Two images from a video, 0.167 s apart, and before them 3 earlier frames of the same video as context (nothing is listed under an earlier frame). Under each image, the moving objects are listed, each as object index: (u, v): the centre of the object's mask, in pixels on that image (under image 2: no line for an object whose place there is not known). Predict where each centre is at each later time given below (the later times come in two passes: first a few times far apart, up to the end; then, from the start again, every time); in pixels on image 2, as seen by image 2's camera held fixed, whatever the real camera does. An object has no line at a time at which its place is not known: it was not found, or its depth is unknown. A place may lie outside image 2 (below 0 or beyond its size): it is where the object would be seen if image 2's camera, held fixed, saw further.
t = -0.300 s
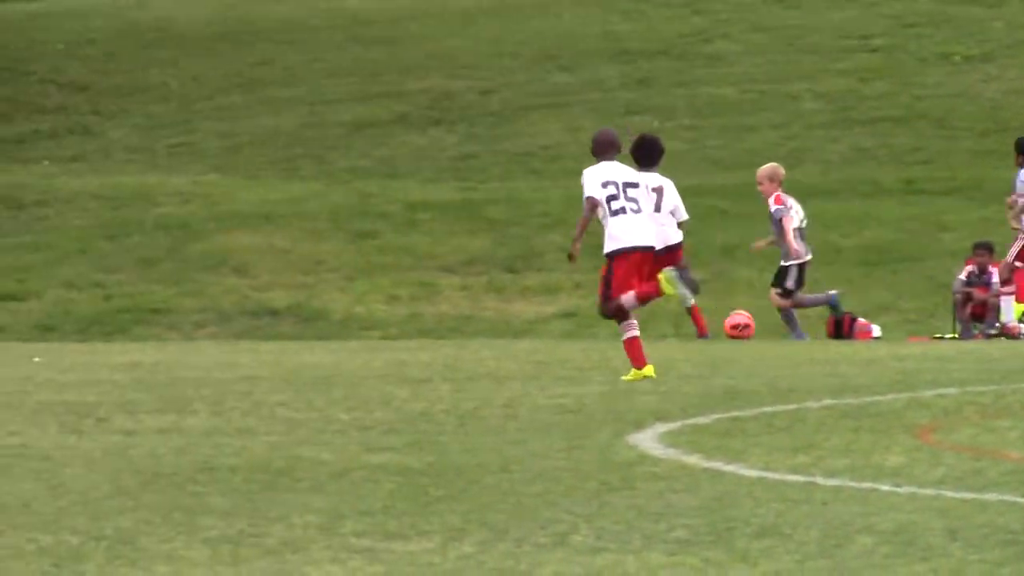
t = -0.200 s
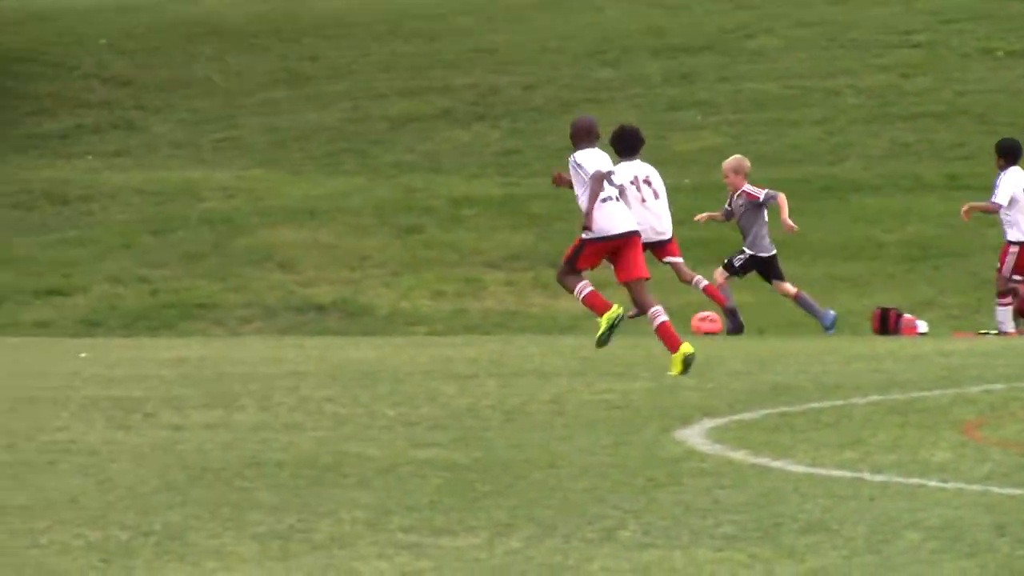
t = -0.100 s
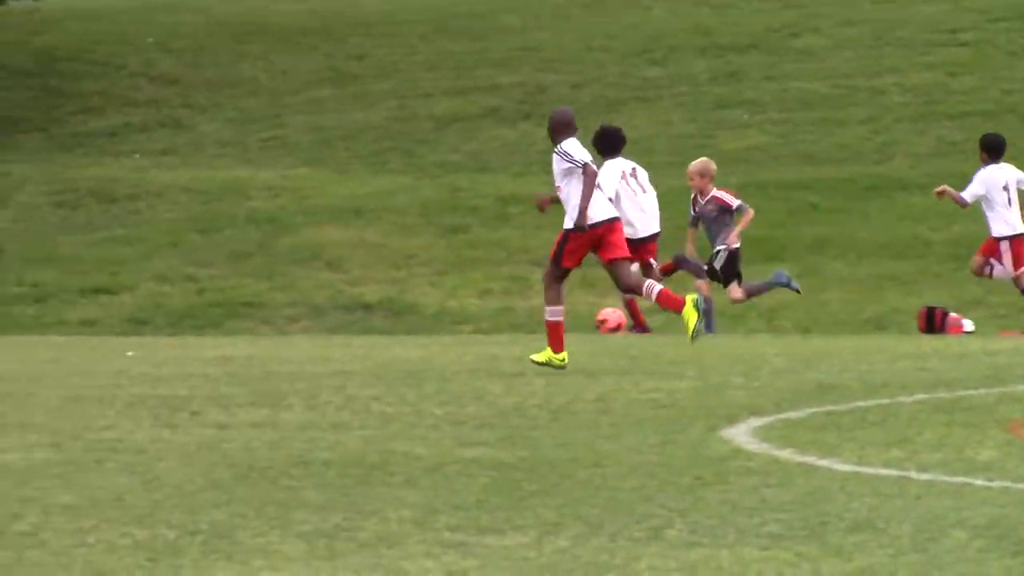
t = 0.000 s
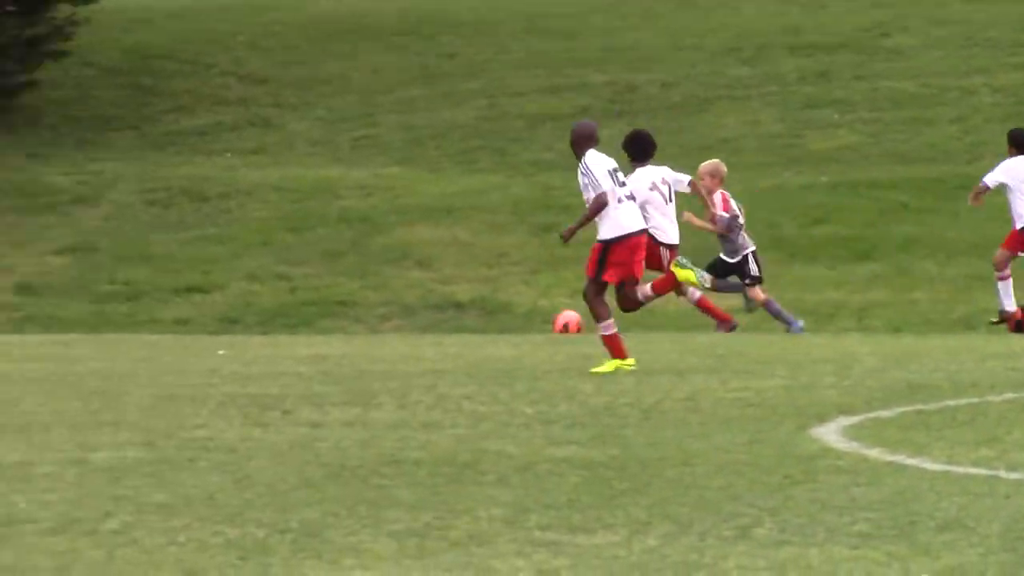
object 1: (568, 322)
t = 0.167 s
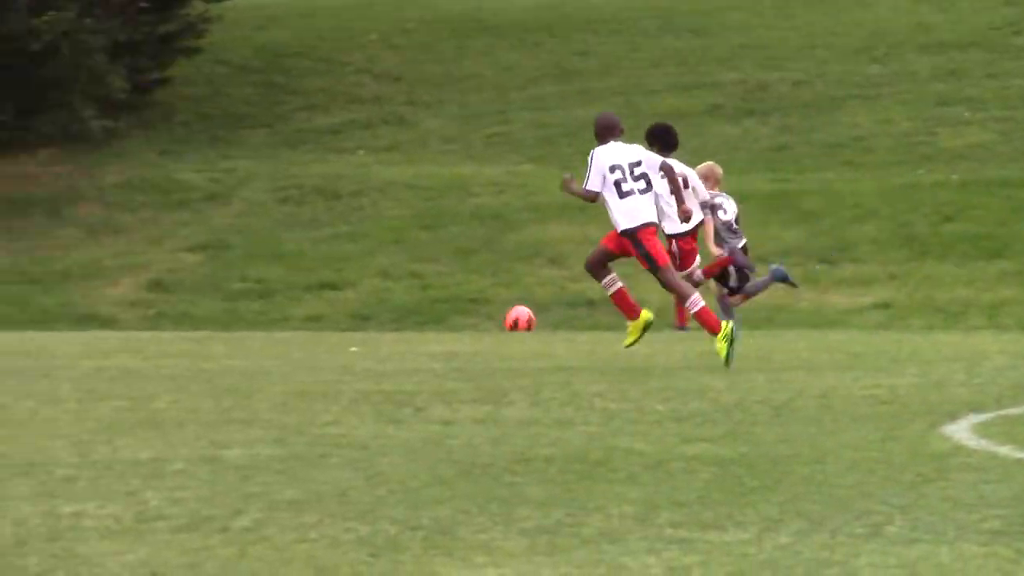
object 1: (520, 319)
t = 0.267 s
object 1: (429, 317)
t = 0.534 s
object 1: (225, 315)
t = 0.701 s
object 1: (98, 310)
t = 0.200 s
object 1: (486, 319)
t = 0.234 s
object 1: (458, 318)
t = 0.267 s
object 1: (429, 317)
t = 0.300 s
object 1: (402, 317)
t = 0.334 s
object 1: (378, 319)
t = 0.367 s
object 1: (353, 318)
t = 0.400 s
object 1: (327, 315)
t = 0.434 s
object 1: (301, 312)
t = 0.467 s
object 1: (275, 312)
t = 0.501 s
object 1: (251, 313)
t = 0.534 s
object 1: (225, 315)
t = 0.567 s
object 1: (200, 318)
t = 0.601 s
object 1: (175, 316)
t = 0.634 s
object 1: (150, 313)
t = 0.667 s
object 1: (124, 310)
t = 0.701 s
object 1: (98, 310)
